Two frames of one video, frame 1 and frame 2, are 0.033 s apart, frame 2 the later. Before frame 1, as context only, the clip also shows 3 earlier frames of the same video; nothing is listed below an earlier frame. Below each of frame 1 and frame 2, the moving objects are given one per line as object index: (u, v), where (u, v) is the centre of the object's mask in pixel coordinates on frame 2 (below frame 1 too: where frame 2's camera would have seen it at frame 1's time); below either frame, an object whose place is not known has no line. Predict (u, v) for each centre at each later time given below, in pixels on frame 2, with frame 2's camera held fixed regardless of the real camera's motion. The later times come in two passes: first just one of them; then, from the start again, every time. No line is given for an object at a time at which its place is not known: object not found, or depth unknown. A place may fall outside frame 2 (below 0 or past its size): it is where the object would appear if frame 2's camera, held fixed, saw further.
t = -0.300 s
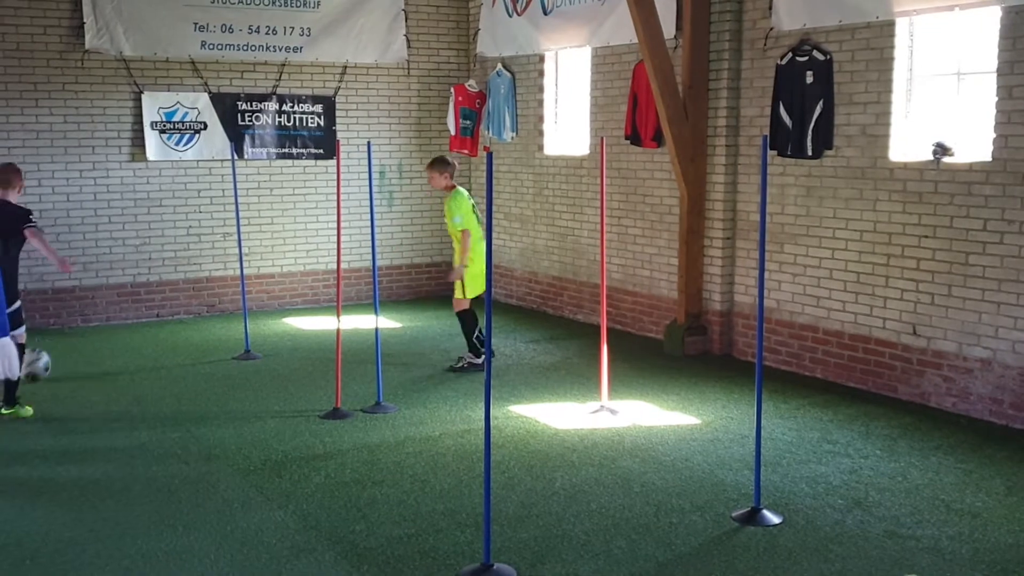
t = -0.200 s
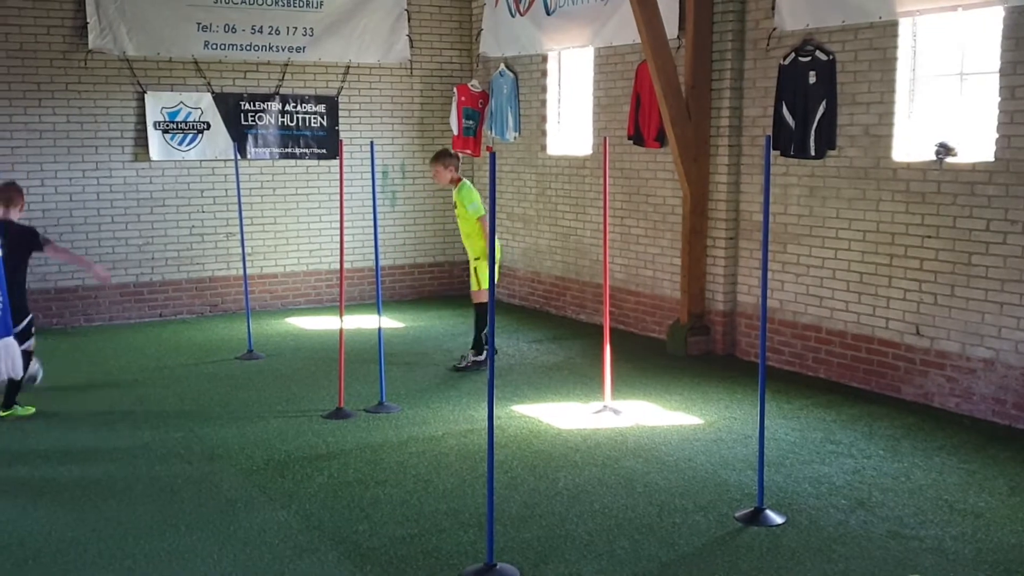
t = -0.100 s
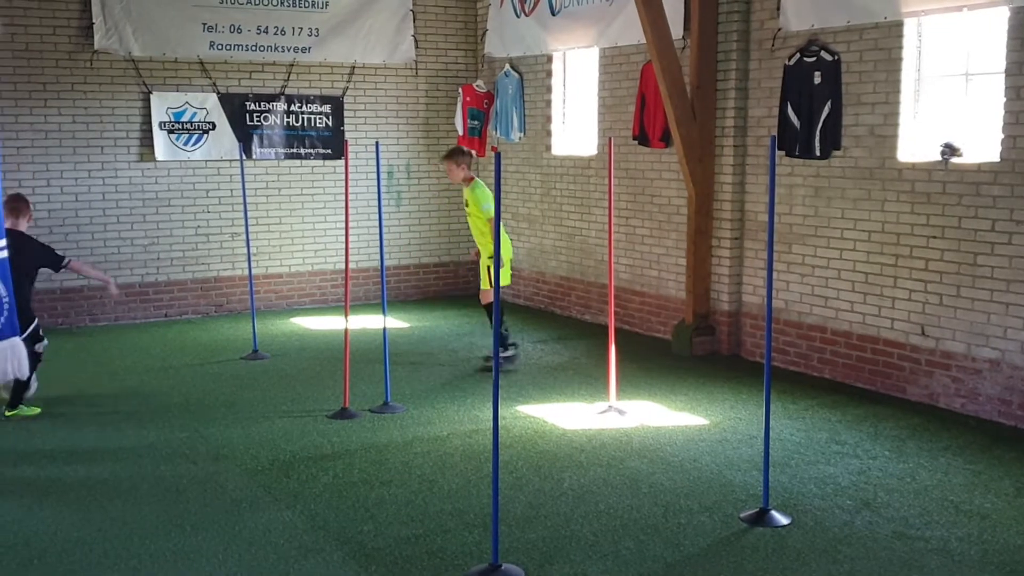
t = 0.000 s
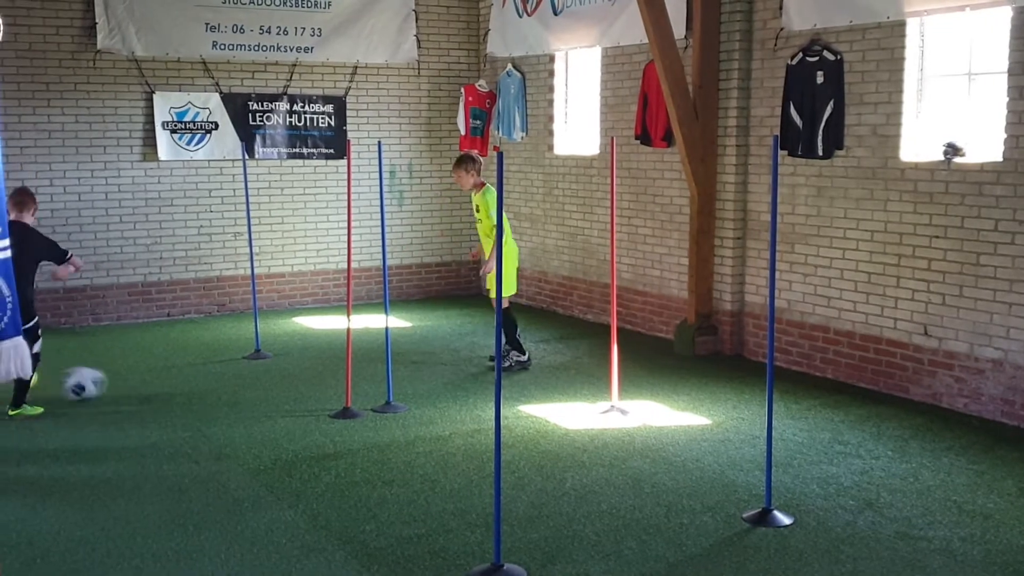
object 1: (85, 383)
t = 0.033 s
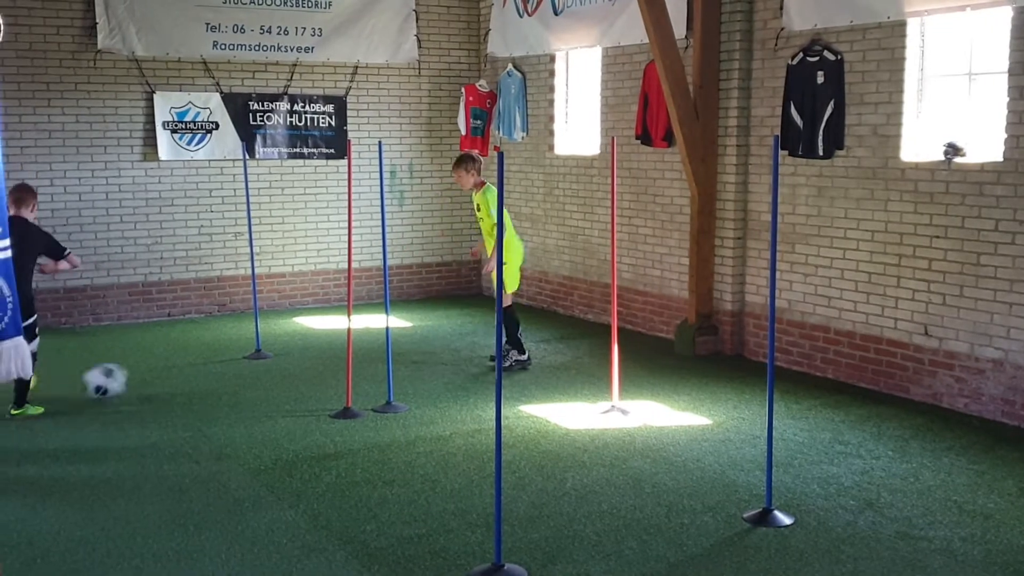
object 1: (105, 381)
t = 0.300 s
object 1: (261, 382)
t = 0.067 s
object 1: (126, 381)
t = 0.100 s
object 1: (149, 381)
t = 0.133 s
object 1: (170, 382)
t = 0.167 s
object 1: (189, 380)
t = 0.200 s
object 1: (207, 380)
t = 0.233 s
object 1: (226, 382)
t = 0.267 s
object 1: (244, 382)
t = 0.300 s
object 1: (261, 382)
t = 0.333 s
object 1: (279, 383)
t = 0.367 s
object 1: (296, 382)
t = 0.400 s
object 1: (315, 383)
